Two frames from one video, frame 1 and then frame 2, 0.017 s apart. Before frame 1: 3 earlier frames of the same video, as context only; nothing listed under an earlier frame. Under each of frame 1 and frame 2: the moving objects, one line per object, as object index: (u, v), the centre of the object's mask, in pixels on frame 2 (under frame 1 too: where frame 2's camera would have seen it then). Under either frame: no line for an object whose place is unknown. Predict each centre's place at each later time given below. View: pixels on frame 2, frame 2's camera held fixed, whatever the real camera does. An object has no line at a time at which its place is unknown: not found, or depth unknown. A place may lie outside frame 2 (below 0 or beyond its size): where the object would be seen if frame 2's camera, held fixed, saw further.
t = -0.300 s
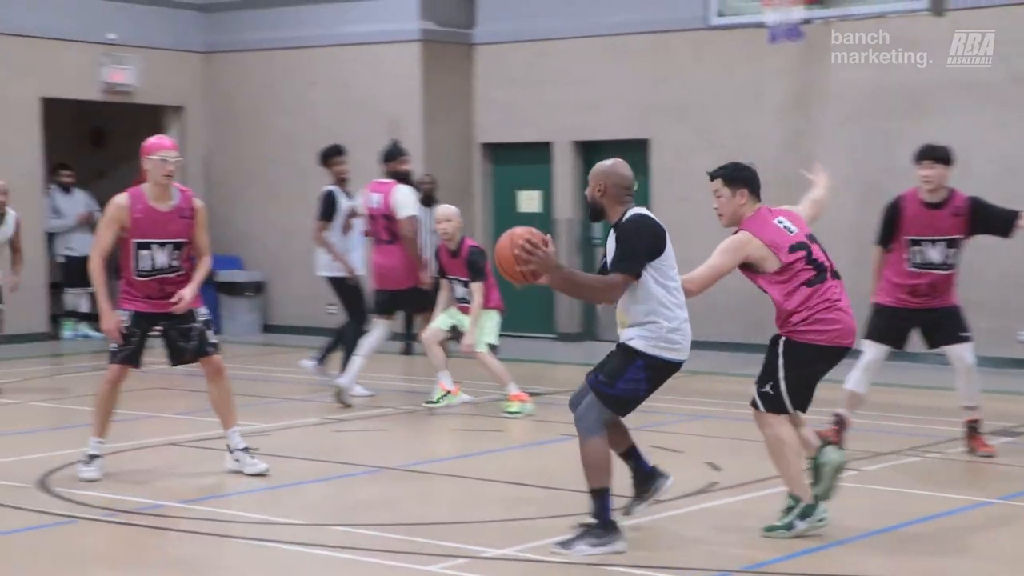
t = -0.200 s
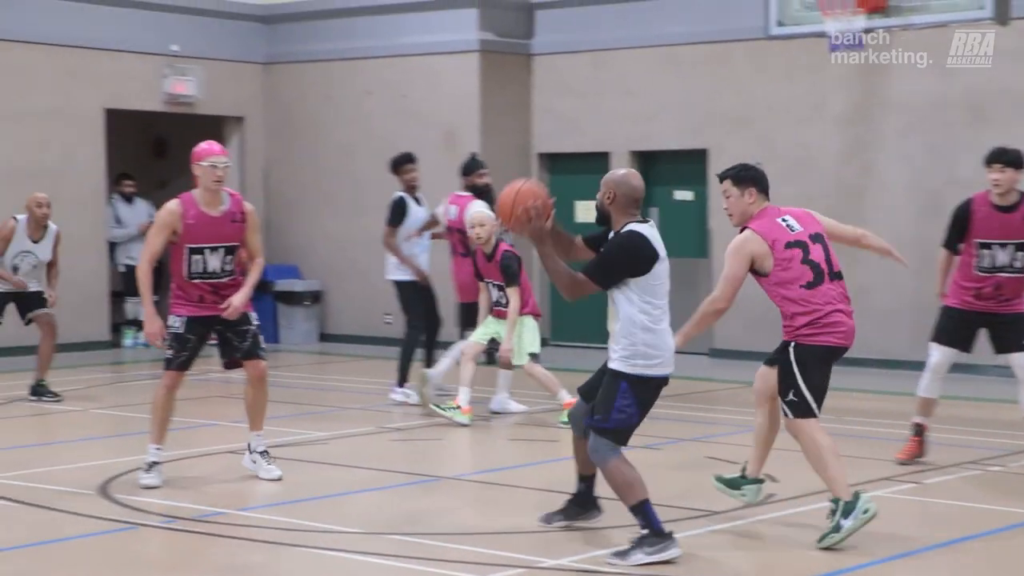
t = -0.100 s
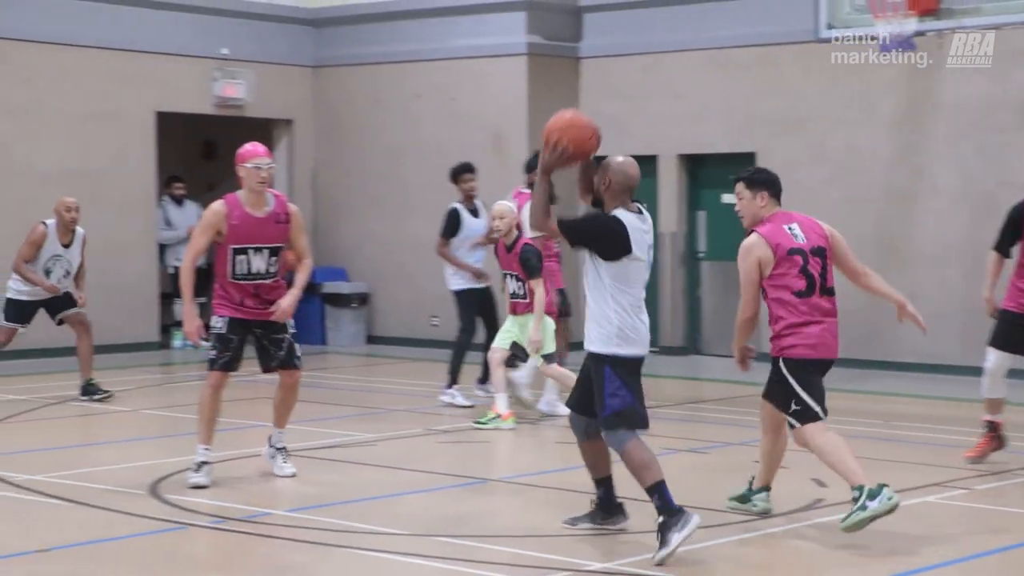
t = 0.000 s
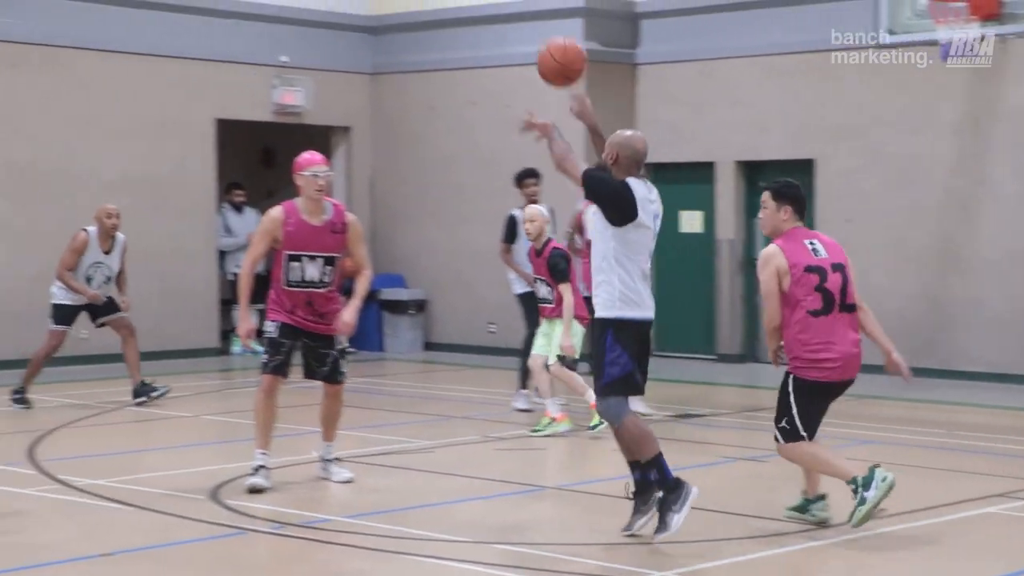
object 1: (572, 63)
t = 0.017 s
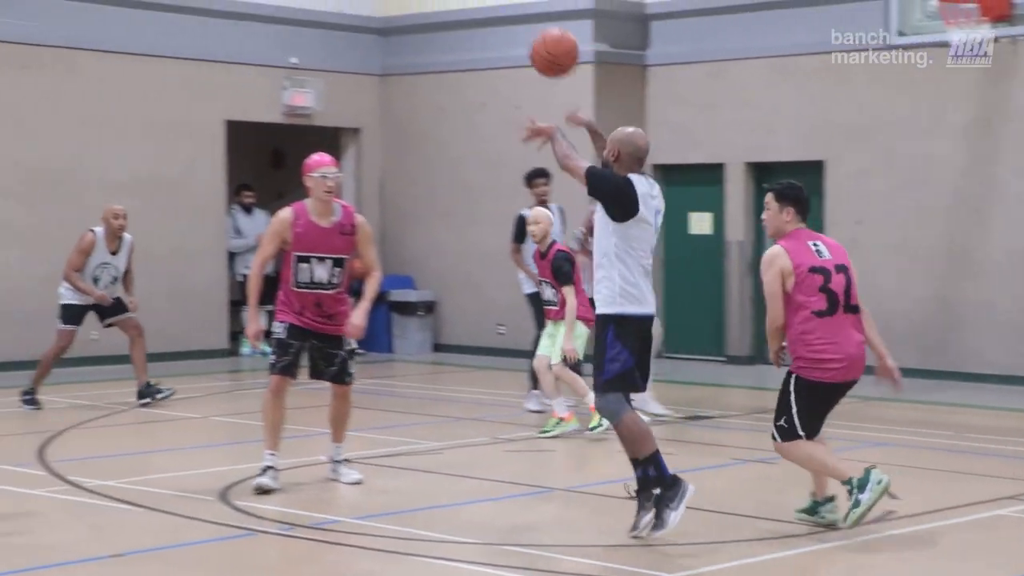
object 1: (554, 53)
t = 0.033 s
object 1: (537, 42)
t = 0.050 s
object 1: (520, 32)
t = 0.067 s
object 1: (504, 25)
